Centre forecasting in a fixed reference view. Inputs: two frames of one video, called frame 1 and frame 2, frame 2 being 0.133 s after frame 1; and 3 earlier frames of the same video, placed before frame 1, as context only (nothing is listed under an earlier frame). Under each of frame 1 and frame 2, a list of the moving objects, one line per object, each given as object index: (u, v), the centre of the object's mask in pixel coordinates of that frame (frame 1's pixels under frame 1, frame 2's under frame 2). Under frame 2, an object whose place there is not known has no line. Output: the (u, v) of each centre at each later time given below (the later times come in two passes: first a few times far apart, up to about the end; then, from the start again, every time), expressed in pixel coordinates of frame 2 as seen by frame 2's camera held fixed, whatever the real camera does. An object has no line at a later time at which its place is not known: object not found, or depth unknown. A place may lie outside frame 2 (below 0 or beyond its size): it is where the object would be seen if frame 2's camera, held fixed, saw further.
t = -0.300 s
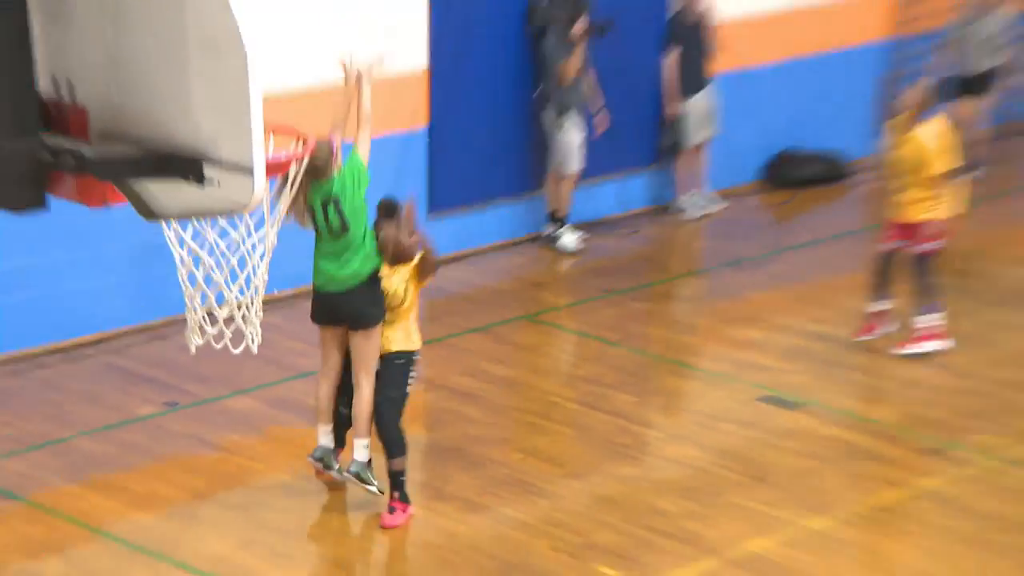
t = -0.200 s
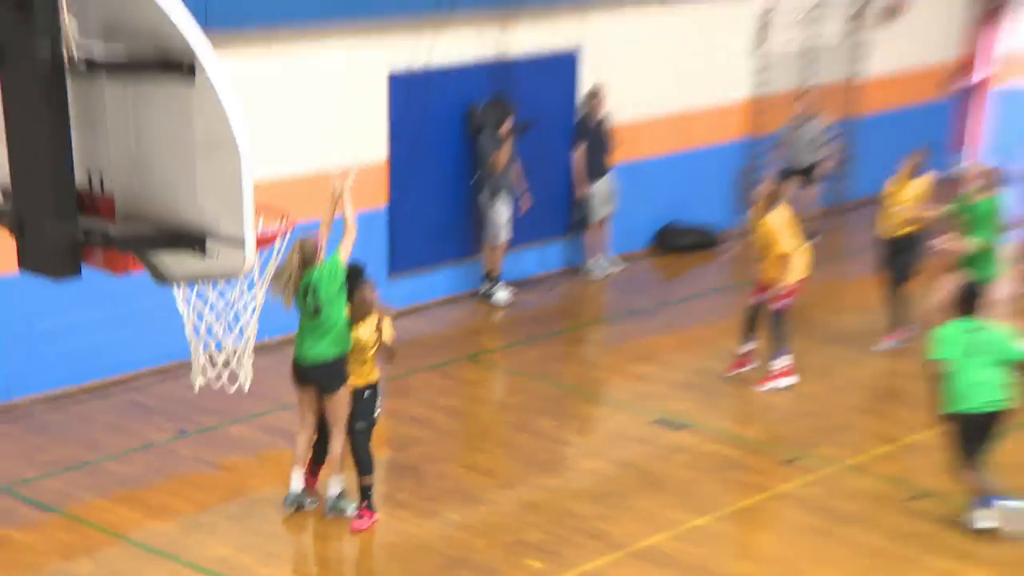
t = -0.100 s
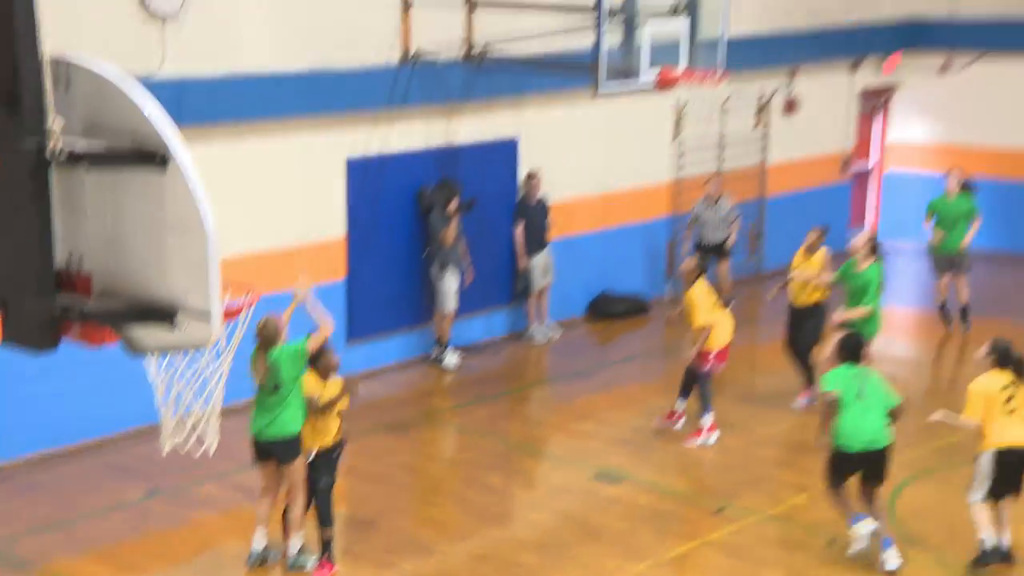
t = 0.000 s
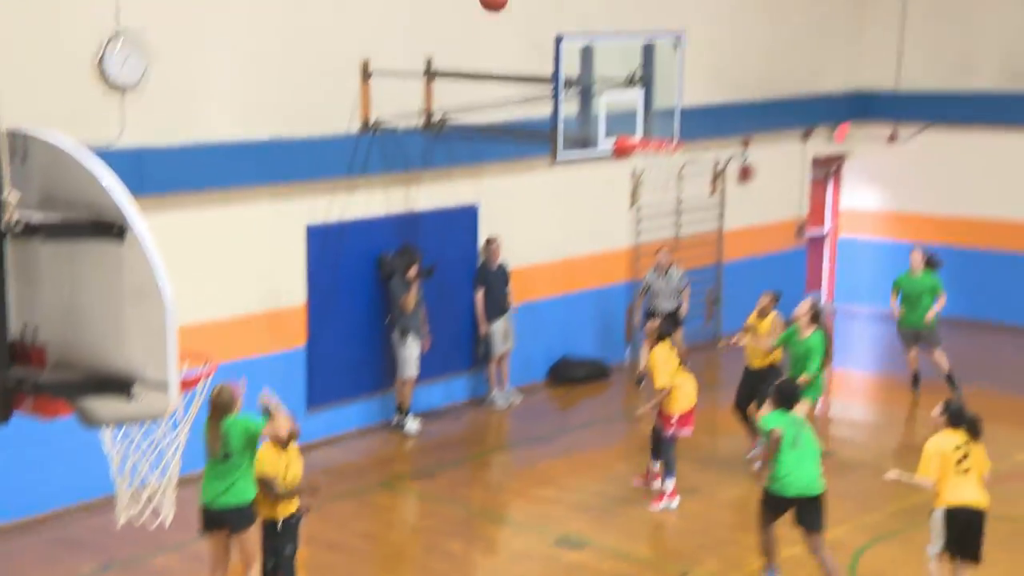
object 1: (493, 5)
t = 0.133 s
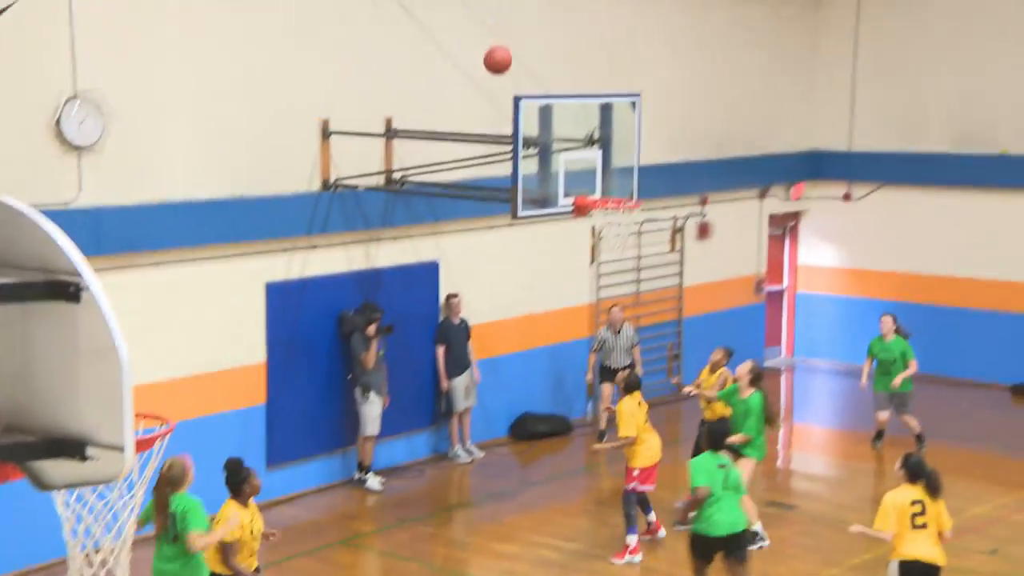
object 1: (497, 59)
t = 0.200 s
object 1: (518, 70)
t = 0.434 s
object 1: (585, 137)
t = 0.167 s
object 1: (508, 64)
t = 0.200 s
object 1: (518, 70)
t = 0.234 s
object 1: (528, 76)
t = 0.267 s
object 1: (538, 83)
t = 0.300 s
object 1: (548, 91)
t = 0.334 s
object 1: (558, 101)
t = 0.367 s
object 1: (567, 112)
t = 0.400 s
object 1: (576, 124)
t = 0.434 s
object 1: (585, 137)
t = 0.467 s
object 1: (594, 150)
